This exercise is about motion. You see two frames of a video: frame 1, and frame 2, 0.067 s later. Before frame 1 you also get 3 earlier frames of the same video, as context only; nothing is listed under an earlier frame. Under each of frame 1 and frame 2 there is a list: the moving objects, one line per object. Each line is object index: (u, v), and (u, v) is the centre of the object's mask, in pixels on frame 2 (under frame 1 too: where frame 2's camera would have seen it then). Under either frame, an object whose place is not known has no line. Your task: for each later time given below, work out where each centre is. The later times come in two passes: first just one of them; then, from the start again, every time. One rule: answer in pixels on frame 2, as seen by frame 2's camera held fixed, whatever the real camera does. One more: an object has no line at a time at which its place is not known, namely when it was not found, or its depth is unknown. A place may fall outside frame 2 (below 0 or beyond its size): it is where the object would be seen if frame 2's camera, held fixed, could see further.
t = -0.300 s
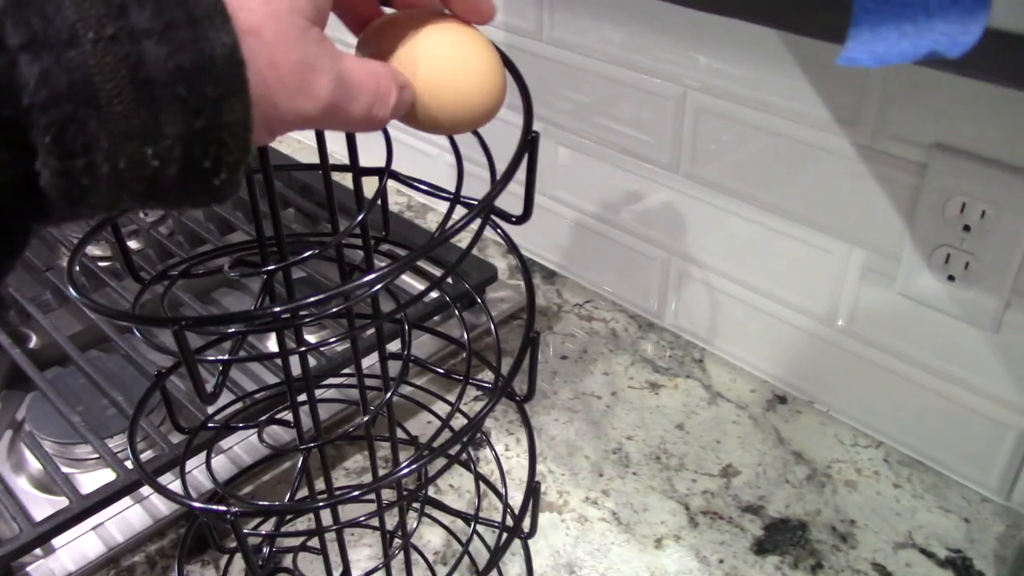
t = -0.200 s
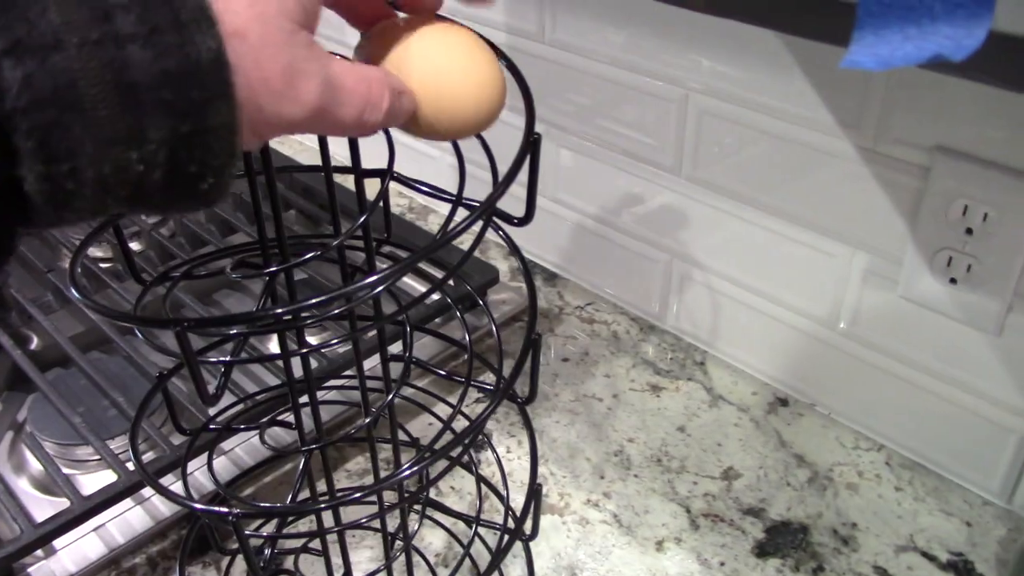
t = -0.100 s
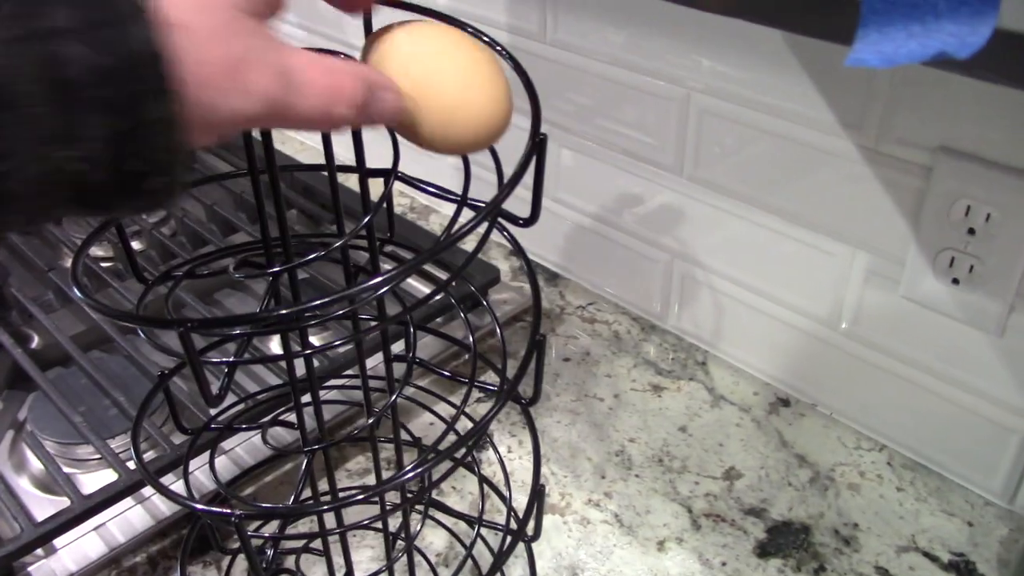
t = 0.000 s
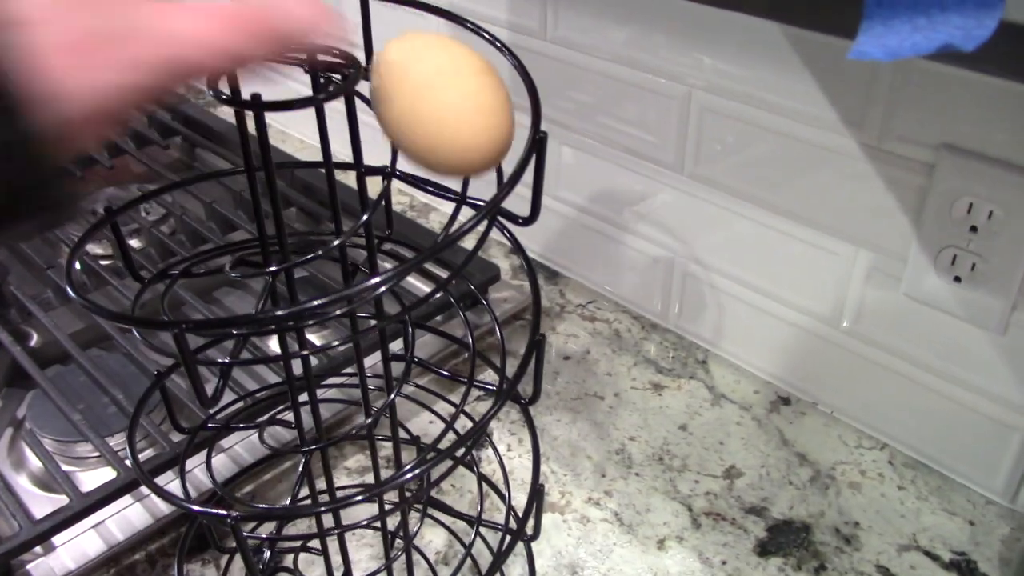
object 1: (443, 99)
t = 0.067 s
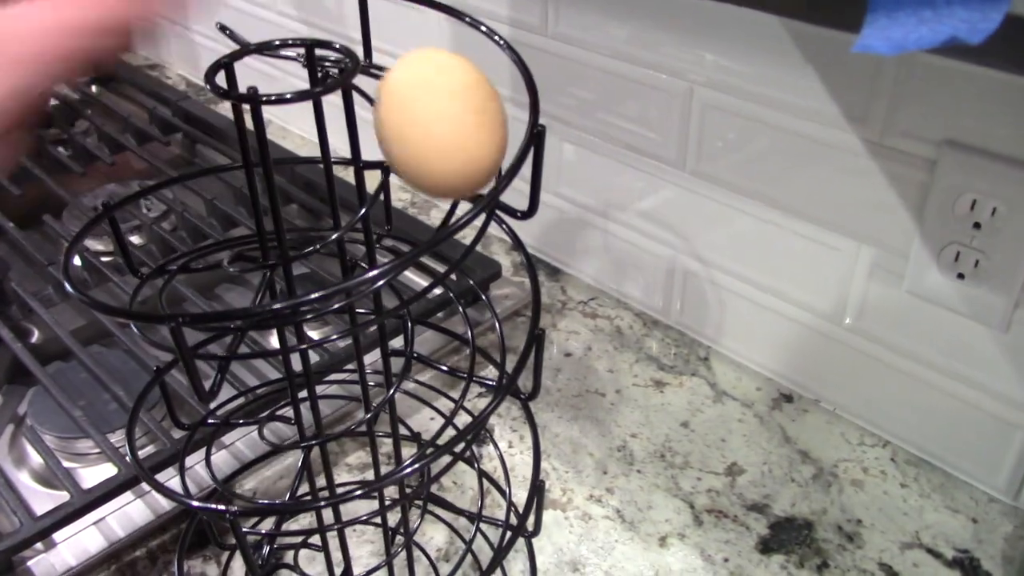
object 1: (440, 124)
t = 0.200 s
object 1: (414, 178)
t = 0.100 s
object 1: (442, 133)
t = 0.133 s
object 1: (439, 143)
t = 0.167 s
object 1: (430, 159)
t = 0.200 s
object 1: (414, 178)
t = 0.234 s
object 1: (391, 198)
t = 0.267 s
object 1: (359, 220)
